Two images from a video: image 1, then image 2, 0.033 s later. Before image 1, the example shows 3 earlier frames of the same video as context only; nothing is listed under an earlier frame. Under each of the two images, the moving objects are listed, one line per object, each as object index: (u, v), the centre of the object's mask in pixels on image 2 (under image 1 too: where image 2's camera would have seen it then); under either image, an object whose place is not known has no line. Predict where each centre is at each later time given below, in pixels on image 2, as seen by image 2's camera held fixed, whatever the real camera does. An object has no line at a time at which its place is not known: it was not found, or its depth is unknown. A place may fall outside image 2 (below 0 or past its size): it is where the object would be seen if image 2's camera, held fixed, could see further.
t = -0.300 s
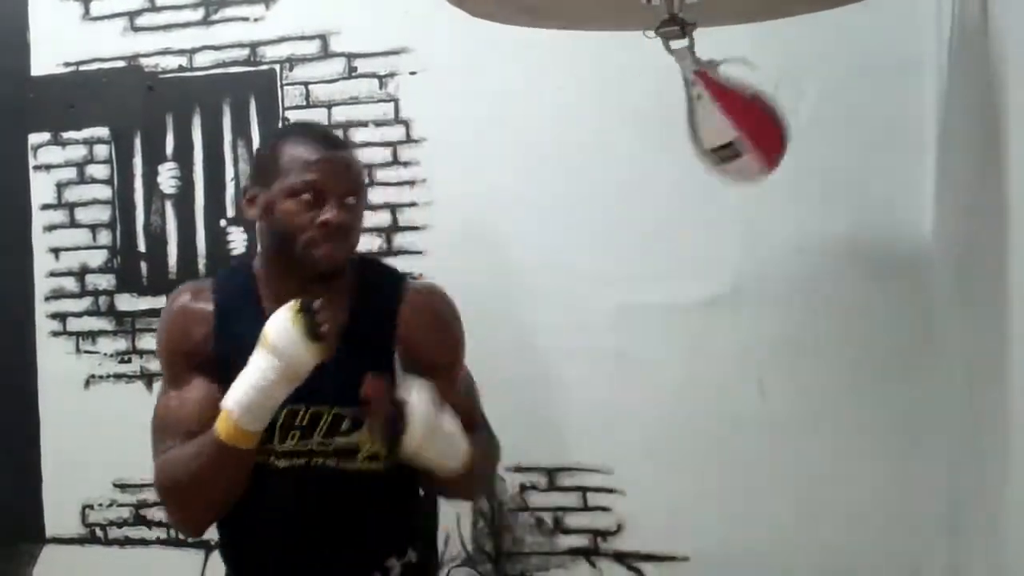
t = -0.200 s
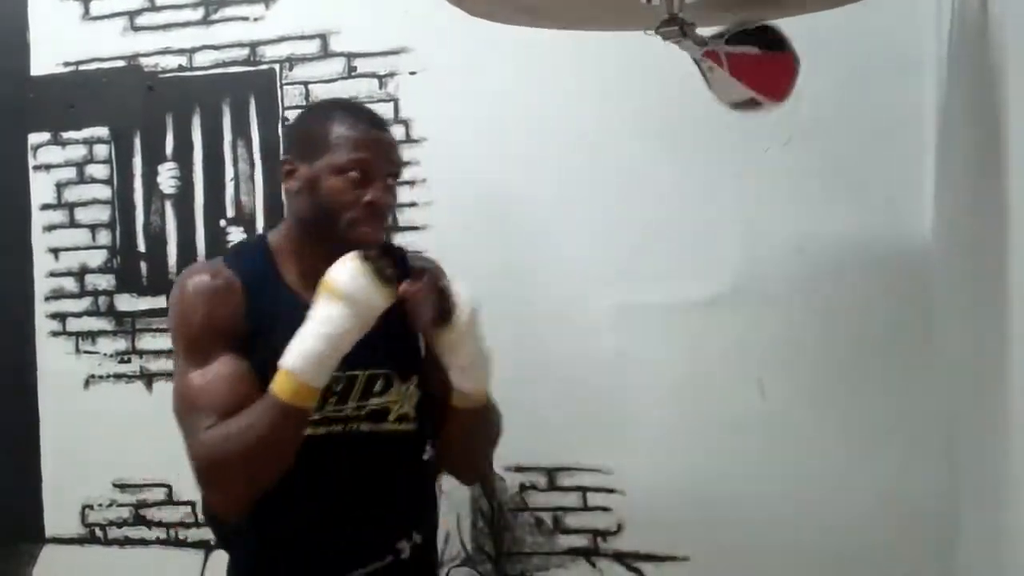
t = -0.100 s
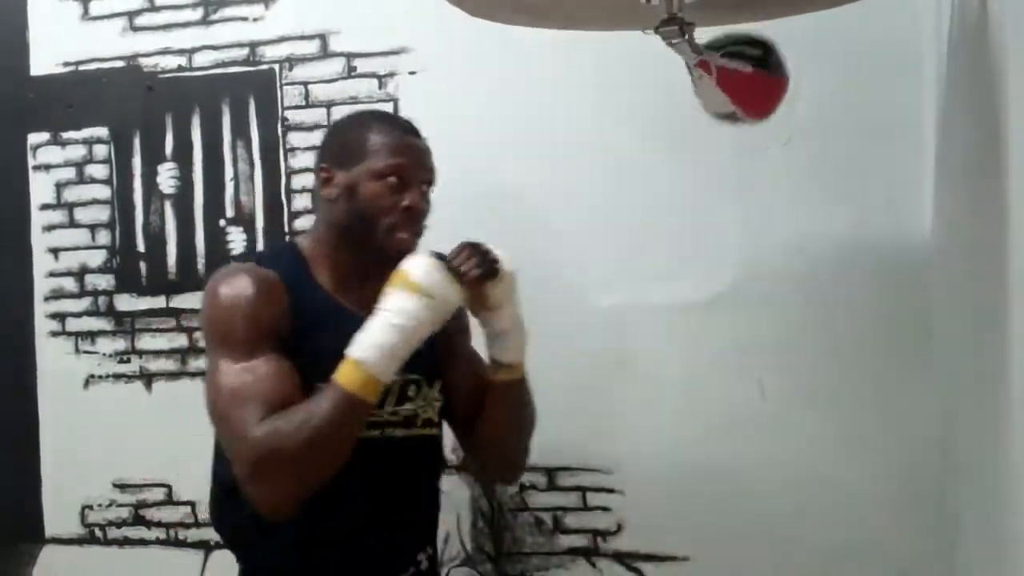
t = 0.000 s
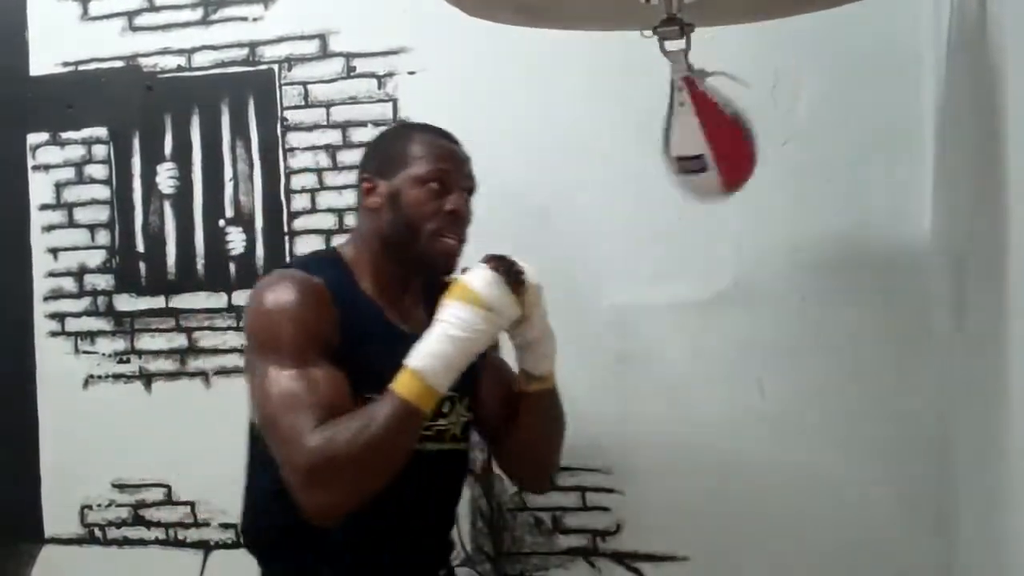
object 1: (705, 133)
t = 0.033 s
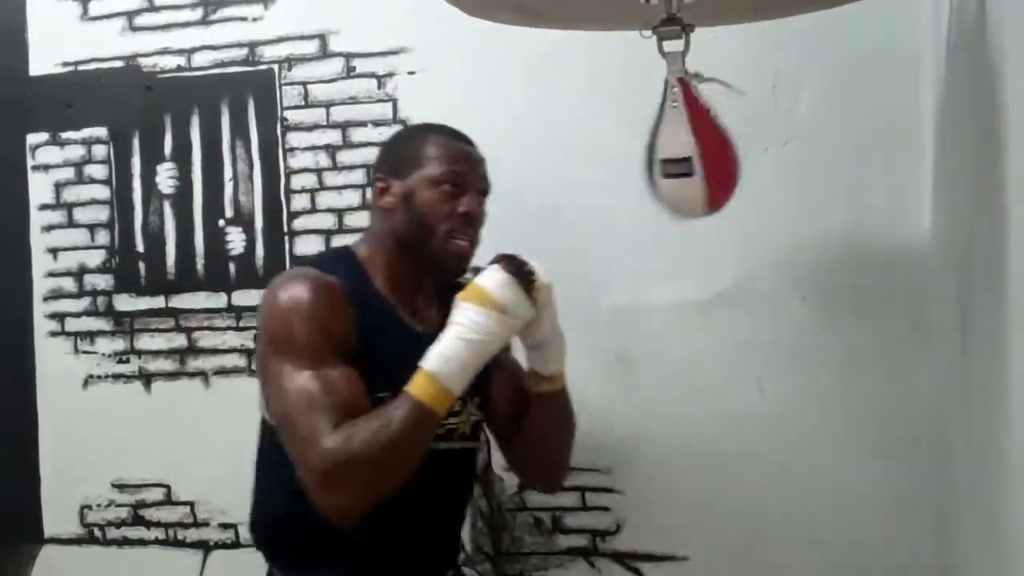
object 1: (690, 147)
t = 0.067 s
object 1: (673, 152)
